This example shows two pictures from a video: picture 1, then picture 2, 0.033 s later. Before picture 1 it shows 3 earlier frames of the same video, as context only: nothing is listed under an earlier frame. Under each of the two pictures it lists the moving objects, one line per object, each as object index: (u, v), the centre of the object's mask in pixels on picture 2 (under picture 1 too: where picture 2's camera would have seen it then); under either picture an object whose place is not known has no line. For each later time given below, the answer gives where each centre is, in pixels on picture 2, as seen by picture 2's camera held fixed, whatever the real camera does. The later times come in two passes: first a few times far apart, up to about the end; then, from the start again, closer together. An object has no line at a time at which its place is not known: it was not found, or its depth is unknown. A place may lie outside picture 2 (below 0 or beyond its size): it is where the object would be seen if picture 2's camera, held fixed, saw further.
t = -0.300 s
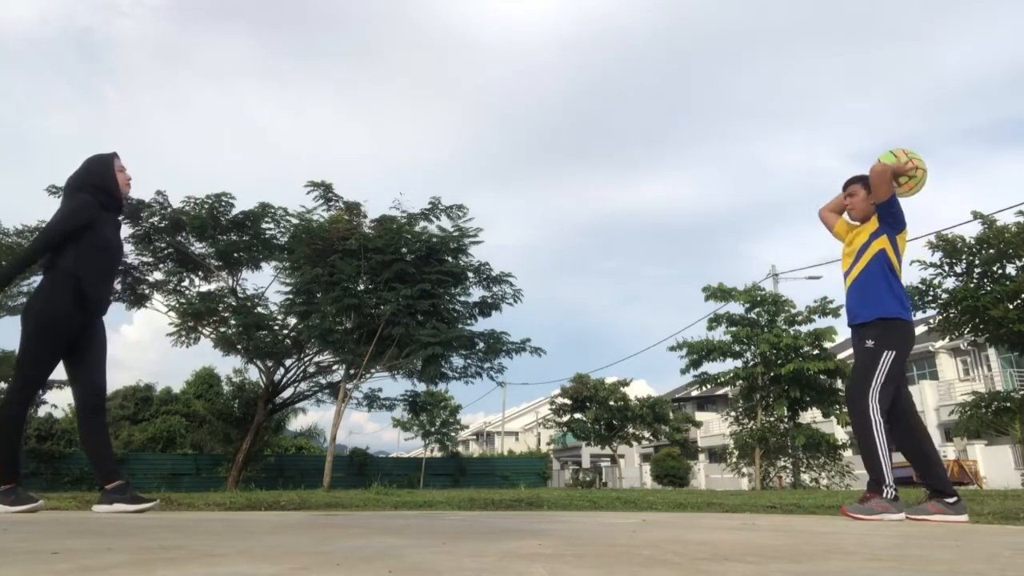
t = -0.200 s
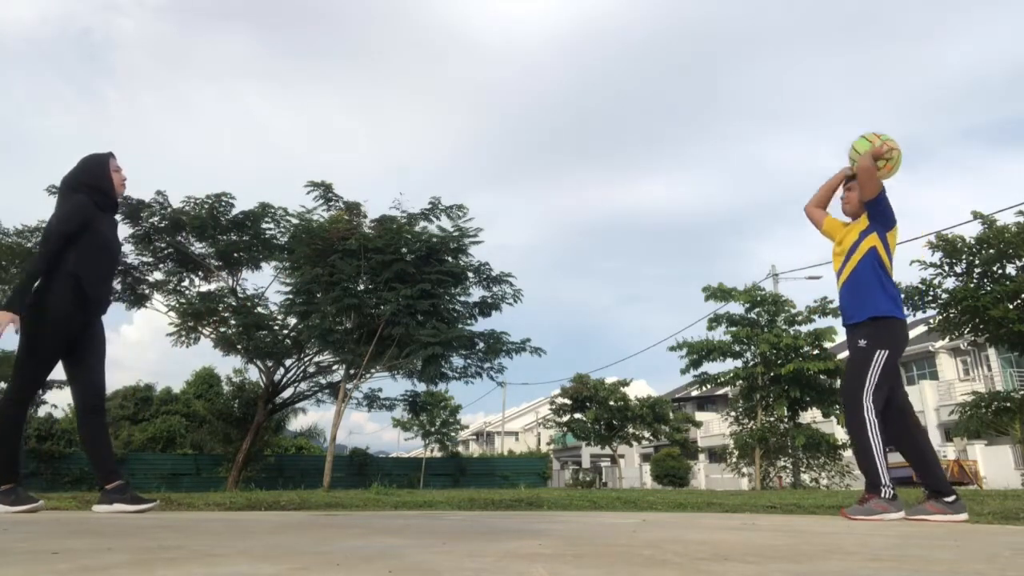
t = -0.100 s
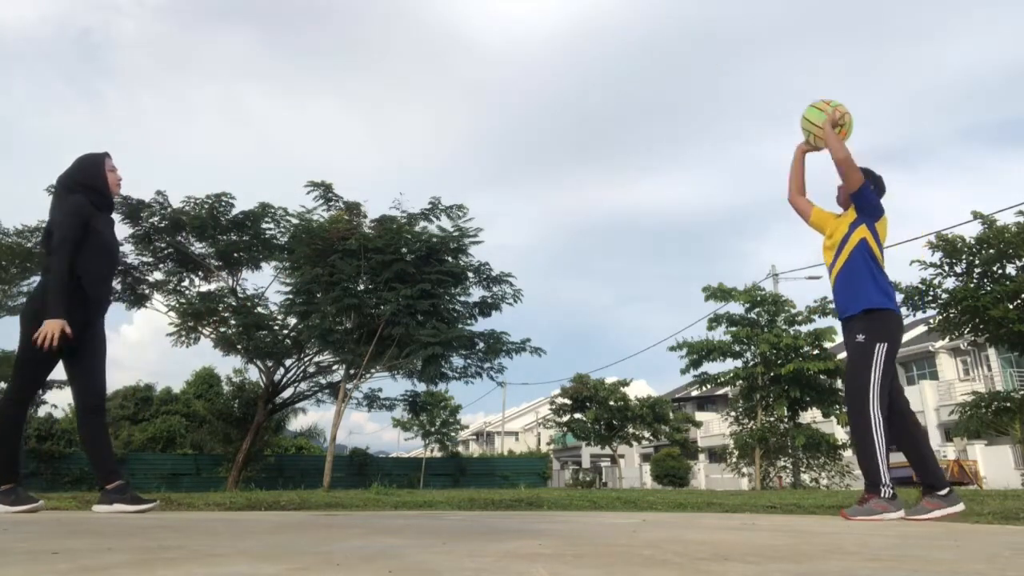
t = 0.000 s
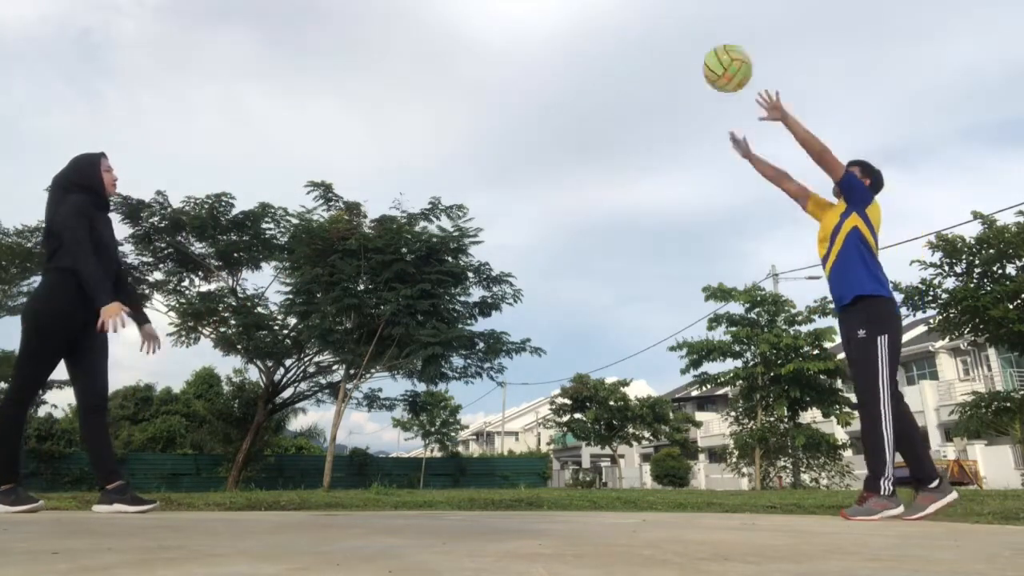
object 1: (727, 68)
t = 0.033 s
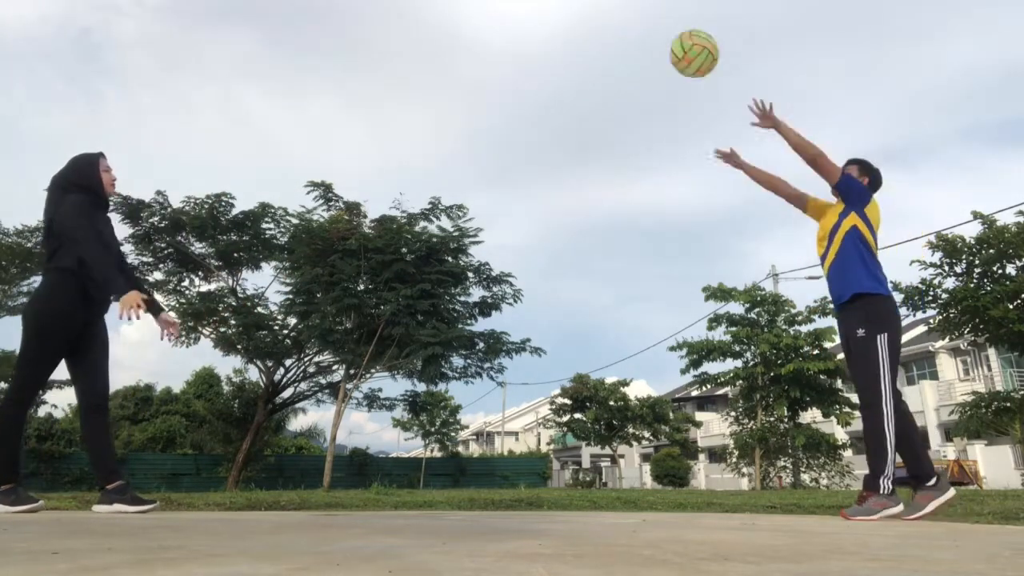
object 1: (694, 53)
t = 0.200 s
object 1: (545, 16)
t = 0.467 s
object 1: (341, 30)
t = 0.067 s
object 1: (662, 41)
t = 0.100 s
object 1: (631, 30)
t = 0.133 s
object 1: (601, 22)
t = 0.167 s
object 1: (573, 18)
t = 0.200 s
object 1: (545, 16)
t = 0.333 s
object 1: (441, 16)
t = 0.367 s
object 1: (415, 17)
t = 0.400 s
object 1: (390, 20)
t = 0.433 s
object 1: (365, 23)
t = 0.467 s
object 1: (341, 30)
